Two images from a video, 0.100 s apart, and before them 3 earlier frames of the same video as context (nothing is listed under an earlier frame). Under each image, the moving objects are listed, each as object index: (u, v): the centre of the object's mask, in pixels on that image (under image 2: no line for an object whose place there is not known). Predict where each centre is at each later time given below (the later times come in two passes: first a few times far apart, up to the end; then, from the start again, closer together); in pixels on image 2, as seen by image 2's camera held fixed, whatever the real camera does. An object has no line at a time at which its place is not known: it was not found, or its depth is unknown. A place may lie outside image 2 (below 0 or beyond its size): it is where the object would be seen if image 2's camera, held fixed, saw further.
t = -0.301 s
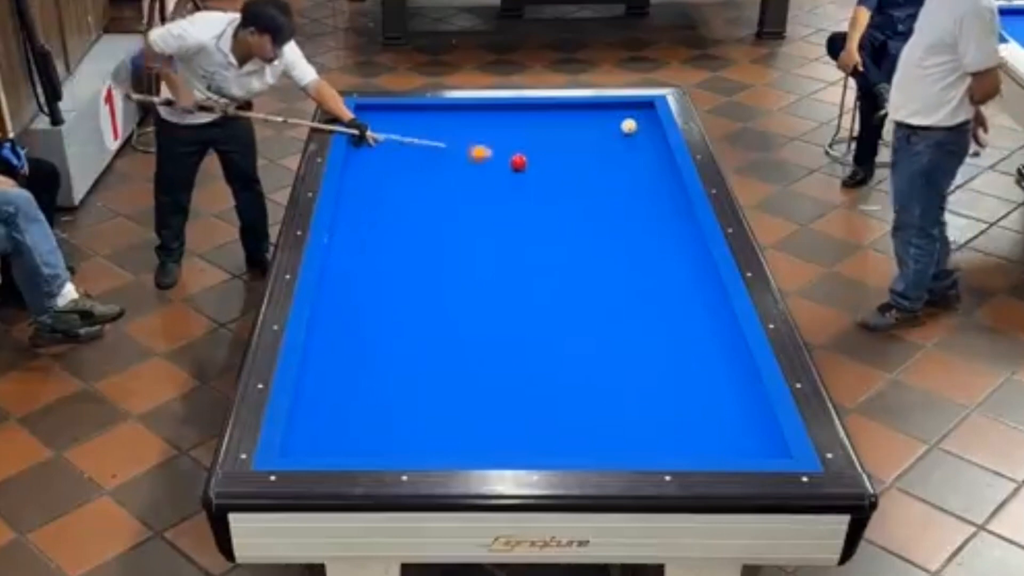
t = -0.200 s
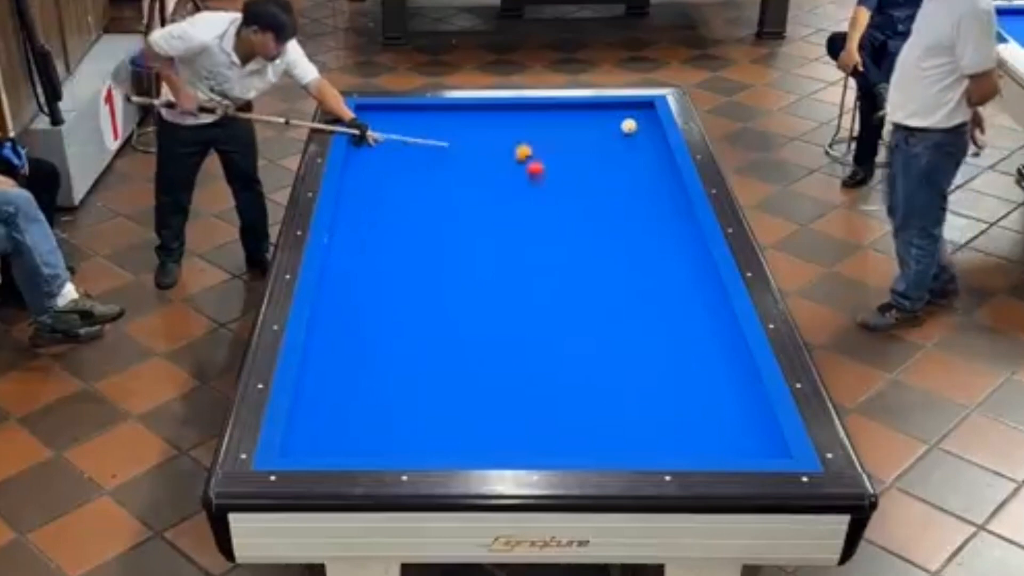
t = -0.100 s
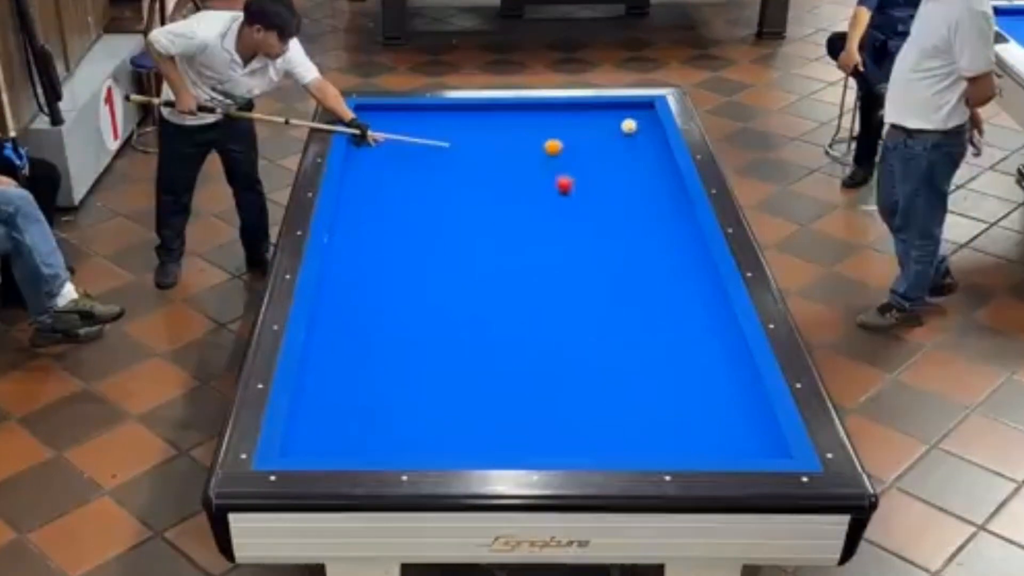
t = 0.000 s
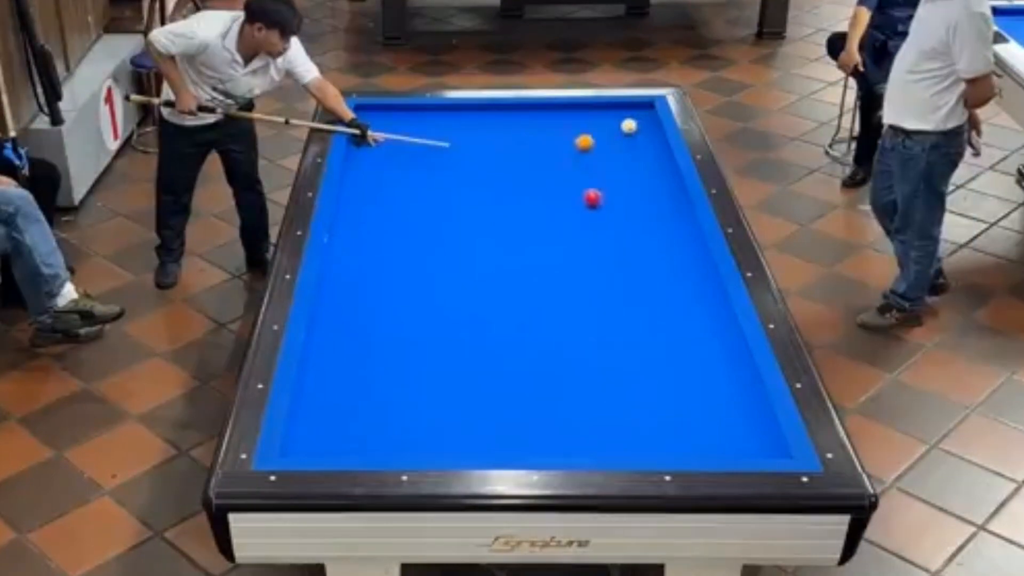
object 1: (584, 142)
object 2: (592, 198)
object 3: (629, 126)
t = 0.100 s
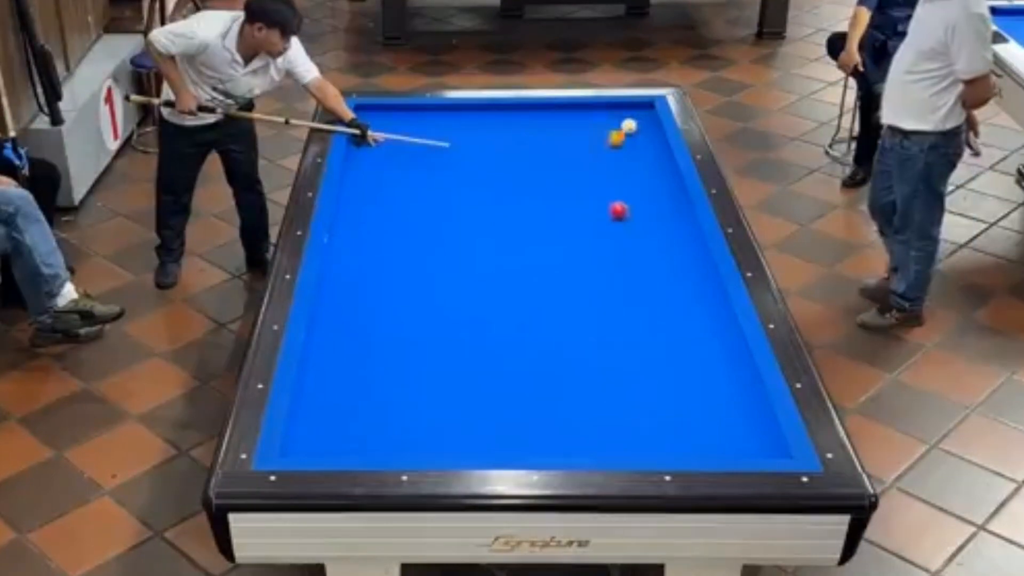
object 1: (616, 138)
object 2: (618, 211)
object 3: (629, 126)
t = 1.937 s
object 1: (574, 143)
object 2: (547, 446)
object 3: (501, 132)
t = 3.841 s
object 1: (533, 149)
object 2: (334, 326)
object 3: (404, 167)
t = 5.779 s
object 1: (528, 150)
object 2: (398, 254)
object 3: (351, 190)
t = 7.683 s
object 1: (528, 150)
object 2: (448, 213)
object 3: (359, 194)
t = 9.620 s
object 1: (528, 150)
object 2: (467, 195)
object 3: (359, 194)
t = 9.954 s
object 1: (528, 150)
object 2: (468, 194)
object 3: (360, 194)
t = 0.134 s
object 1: (628, 137)
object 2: (626, 215)
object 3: (629, 124)
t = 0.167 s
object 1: (640, 135)
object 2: (635, 219)
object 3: (629, 125)
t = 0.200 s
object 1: (649, 134)
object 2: (644, 223)
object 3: (629, 126)
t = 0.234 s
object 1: (656, 133)
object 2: (652, 227)
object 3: (629, 126)
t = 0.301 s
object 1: (641, 131)
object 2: (671, 236)
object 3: (627, 125)
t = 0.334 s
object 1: (638, 131)
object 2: (680, 240)
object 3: (621, 123)
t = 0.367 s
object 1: (636, 131)
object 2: (690, 244)
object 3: (616, 121)
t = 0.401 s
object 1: (634, 132)
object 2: (699, 249)
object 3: (610, 119)
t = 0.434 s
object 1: (632, 132)
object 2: (698, 252)
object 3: (606, 117)
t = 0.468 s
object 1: (632, 132)
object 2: (693, 256)
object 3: (602, 116)
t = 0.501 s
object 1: (630, 132)
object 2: (688, 259)
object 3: (598, 115)
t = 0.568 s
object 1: (627, 133)
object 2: (681, 267)
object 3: (590, 112)
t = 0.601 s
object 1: (625, 133)
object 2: (679, 270)
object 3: (586, 111)
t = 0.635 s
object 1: (624, 134)
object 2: (676, 274)
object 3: (583, 109)
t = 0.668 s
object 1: (622, 134)
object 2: (674, 278)
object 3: (579, 108)
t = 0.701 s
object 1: (621, 134)
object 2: (671, 282)
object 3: (574, 106)
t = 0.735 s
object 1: (620, 134)
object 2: (668, 285)
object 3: (571, 106)
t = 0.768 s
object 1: (618, 135)
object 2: (665, 289)
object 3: (569, 107)
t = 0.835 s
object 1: (615, 135)
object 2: (659, 296)
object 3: (566, 108)
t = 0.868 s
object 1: (614, 135)
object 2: (657, 301)
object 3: (564, 109)
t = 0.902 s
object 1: (612, 136)
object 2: (654, 305)
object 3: (561, 110)
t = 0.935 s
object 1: (611, 136)
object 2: (650, 309)
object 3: (559, 111)
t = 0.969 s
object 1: (610, 136)
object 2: (648, 312)
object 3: (557, 111)
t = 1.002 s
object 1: (608, 137)
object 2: (644, 317)
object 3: (555, 112)
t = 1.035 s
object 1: (607, 137)
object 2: (641, 320)
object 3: (554, 113)
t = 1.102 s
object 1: (604, 137)
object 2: (635, 329)
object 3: (549, 115)
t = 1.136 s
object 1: (603, 138)
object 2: (632, 333)
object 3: (548, 115)
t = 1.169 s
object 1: (601, 138)
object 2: (629, 337)
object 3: (545, 116)
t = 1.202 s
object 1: (600, 138)
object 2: (625, 341)
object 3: (543, 117)
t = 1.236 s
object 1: (599, 138)
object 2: (623, 345)
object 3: (542, 117)
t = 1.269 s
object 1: (597, 138)
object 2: (619, 350)
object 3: (540, 118)
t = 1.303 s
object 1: (596, 139)
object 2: (616, 354)
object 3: (537, 118)
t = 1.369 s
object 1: (593, 139)
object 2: (609, 363)
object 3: (534, 120)
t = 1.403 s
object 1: (592, 140)
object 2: (606, 368)
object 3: (532, 121)
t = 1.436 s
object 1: (591, 140)
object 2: (603, 372)
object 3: (530, 122)
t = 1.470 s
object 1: (589, 140)
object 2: (600, 377)
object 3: (528, 122)
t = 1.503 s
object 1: (589, 140)
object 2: (595, 382)
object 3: (526, 123)
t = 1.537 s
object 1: (587, 140)
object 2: (592, 386)
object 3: (524, 123)
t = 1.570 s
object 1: (587, 140)
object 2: (588, 391)
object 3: (522, 124)
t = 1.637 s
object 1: (584, 141)
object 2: (581, 401)
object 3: (518, 126)
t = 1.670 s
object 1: (583, 141)
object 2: (578, 406)
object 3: (516, 126)
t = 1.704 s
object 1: (582, 141)
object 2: (574, 411)
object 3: (515, 127)
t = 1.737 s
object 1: (581, 141)
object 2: (570, 416)
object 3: (512, 128)
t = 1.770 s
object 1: (580, 141)
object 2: (567, 420)
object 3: (510, 129)
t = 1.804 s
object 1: (579, 141)
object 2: (563, 426)
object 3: (508, 129)
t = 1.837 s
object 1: (578, 142)
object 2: (559, 431)
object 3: (507, 130)
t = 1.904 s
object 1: (575, 143)
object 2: (551, 442)
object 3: (503, 131)
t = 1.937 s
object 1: (574, 143)
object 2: (547, 446)
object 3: (501, 132)
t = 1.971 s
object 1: (573, 143)
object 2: (543, 448)
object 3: (499, 133)
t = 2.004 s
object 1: (572, 143)
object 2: (539, 449)
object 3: (497, 134)
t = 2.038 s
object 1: (571, 143)
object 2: (534, 447)
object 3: (495, 134)
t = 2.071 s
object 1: (570, 144)
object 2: (529, 445)
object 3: (493, 135)
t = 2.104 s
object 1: (569, 144)
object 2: (524, 443)
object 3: (492, 135)
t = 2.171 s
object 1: (567, 144)
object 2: (515, 437)
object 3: (488, 137)
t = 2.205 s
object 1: (566, 144)
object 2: (511, 434)
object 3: (486, 138)
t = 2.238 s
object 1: (565, 144)
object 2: (506, 432)
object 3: (484, 138)
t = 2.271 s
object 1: (564, 144)
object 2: (501, 428)
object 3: (482, 139)
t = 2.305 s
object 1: (563, 145)
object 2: (497, 426)
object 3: (481, 140)
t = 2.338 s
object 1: (562, 145)
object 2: (492, 423)
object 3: (479, 140)
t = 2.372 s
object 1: (561, 145)
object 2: (488, 420)
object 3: (477, 141)
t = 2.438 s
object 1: (559, 145)
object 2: (479, 416)
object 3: (474, 142)
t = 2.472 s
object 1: (559, 145)
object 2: (475, 413)
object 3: (472, 143)
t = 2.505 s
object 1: (558, 145)
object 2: (471, 411)
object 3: (470, 143)
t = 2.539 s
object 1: (556, 145)
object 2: (467, 408)
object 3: (468, 144)
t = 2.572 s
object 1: (556, 146)
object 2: (462, 405)
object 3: (467, 145)
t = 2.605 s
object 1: (555, 146)
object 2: (459, 403)
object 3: (465, 146)
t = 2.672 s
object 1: (553, 146)
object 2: (451, 398)
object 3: (461, 147)
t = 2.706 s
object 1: (553, 146)
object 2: (447, 395)
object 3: (459, 148)
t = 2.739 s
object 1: (552, 146)
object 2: (443, 393)
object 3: (458, 148)
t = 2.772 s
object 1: (551, 146)
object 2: (439, 391)
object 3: (456, 149)
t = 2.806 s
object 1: (550, 146)
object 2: (436, 389)
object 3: (454, 149)
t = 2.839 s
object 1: (550, 146)
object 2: (432, 386)
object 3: (453, 150)
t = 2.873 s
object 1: (549, 146)
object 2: (428, 384)
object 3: (451, 151)
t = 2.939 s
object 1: (547, 147)
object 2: (421, 379)
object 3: (448, 152)
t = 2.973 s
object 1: (546, 147)
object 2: (417, 377)
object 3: (446, 152)
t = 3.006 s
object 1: (546, 147)
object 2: (413, 375)
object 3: (444, 153)
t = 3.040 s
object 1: (545, 147)
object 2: (410, 373)
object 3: (442, 154)
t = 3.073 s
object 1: (544, 147)
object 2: (406, 370)
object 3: (440, 155)
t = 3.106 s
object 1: (544, 148)
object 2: (403, 369)
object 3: (439, 155)
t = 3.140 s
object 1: (543, 147)
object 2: (400, 366)
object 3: (437, 156)
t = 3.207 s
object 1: (542, 148)
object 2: (393, 362)
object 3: (434, 157)
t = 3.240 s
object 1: (541, 148)
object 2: (390, 360)
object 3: (432, 158)
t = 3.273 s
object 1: (541, 148)
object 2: (386, 358)
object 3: (431, 158)
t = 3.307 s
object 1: (540, 148)
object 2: (383, 355)
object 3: (429, 159)
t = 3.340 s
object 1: (540, 148)
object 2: (379, 353)
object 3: (428, 159)
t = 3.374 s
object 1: (539, 148)
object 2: (376, 351)
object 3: (426, 160)
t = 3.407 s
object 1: (539, 148)
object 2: (373, 350)
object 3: (425, 160)
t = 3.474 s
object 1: (538, 148)
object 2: (367, 346)
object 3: (421, 162)
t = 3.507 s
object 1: (537, 148)
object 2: (364, 345)
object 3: (420, 162)
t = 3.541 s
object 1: (536, 148)
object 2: (360, 342)
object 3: (418, 162)
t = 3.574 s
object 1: (536, 148)
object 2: (358, 340)
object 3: (417, 163)
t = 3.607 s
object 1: (536, 148)
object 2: (354, 339)
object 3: (415, 164)
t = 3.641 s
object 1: (536, 149)
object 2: (351, 337)
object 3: (414, 164)
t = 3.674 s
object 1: (535, 148)
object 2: (349, 334)
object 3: (412, 164)
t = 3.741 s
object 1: (534, 148)
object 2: (343, 331)
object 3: (409, 166)
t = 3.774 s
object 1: (533, 148)
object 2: (339, 329)
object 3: (407, 166)
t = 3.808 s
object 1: (533, 148)
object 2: (337, 327)
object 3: (406, 167)
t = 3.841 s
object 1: (533, 149)
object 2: (334, 326)
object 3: (404, 167)
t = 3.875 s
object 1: (533, 149)
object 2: (331, 324)
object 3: (402, 168)
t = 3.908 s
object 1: (532, 149)
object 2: (329, 322)
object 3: (401, 168)
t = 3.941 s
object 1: (532, 149)
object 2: (326, 320)
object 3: (400, 169)
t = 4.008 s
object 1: (531, 149)
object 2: (320, 316)
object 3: (396, 170)
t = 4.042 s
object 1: (531, 149)
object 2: (319, 315)
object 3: (395, 170)
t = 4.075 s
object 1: (531, 149)
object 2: (321, 314)
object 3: (394, 171)
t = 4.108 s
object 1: (530, 149)
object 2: (323, 312)
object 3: (392, 172)
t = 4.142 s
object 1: (530, 150)
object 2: (325, 311)
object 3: (391, 172)
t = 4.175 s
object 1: (530, 150)
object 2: (327, 309)
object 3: (390, 173)
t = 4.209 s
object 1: (530, 150)
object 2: (328, 308)
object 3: (388, 173)
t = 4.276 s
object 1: (529, 150)
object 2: (332, 305)
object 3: (385, 174)
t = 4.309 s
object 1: (529, 150)
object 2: (334, 303)
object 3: (384, 174)
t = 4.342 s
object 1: (529, 150)
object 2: (336, 302)
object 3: (382, 175)
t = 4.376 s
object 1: (528, 150)
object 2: (337, 301)
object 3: (381, 175)
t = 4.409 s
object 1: (528, 150)
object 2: (340, 299)
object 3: (380, 176)
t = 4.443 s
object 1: (528, 150)
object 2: (341, 298)
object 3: (378, 176)
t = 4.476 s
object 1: (528, 150)
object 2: (343, 297)
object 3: (377, 176)
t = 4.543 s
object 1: (528, 150)
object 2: (347, 294)
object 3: (374, 177)
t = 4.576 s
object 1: (528, 150)
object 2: (348, 293)
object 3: (373, 178)
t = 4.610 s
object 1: (528, 150)
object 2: (350, 292)
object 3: (371, 178)
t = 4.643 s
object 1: (528, 150)
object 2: (351, 290)
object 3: (370, 179)
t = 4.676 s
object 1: (527, 150)
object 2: (353, 289)
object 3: (369, 179)
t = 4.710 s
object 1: (527, 150)
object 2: (354, 288)
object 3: (367, 180)
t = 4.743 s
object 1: (527, 150)
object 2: (356, 286)
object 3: (366, 180)
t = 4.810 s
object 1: (527, 150)
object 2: (359, 284)
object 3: (364, 181)
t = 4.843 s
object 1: (527, 150)
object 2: (361, 283)
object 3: (362, 181)
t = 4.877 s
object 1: (527, 150)
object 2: (362, 281)
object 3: (361, 182)
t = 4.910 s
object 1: (528, 150)
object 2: (364, 280)
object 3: (360, 182)
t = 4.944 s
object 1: (528, 150)
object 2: (366, 279)
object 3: (358, 182)
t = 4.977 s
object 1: (528, 150)
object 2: (367, 278)
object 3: (357, 183)
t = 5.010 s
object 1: (528, 150)
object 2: (368, 277)
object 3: (356, 183)
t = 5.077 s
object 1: (528, 150)
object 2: (371, 275)
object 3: (354, 184)
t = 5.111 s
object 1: (528, 150)
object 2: (372, 274)
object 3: (352, 184)
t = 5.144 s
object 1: (528, 150)
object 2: (374, 273)
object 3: (351, 185)
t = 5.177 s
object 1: (528, 150)
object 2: (375, 271)
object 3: (350, 185)
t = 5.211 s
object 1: (528, 150)
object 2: (377, 270)
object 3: (349, 186)
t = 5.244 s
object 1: (528, 150)
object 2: (378, 269)
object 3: (348, 186)
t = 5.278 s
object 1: (528, 150)
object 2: (379, 268)
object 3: (347, 186)
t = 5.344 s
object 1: (528, 150)
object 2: (382, 266)
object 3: (345, 187)
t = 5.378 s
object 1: (528, 150)
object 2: (383, 265)
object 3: (345, 187)
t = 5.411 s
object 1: (528, 150)
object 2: (385, 264)
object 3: (346, 188)
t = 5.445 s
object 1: (528, 150)
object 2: (386, 263)
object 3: (346, 188)
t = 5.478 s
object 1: (528, 150)
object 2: (388, 262)
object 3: (347, 188)
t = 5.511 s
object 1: (528, 150)
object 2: (389, 261)
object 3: (347, 188)
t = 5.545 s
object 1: (528, 150)
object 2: (390, 260)
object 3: (348, 188)
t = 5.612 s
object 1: (528, 150)
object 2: (393, 258)
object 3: (349, 189)
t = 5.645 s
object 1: (528, 150)
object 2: (394, 257)
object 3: (349, 189)
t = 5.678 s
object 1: (528, 150)
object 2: (395, 256)
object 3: (350, 189)
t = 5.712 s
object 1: (528, 150)
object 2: (396, 255)
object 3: (350, 190)
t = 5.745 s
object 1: (528, 150)
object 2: (397, 255)
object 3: (350, 190)
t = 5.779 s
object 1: (528, 150)
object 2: (398, 254)
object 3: (351, 190)
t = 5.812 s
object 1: (528, 150)
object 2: (400, 252)
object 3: (351, 190)
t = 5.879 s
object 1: (528, 150)
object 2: (402, 250)
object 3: (352, 190)
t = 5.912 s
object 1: (528, 150)
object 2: (403, 249)
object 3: (353, 191)
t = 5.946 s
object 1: (528, 150)
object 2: (404, 249)
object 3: (353, 191)
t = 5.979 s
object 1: (528, 150)
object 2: (405, 248)
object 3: (353, 191)
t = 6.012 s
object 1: (528, 150)
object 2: (406, 247)
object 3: (353, 191)
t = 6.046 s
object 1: (528, 150)
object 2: (407, 246)
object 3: (353, 191)
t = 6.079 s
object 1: (528, 150)
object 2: (408, 245)
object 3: (354, 191)
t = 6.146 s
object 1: (528, 150)
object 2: (410, 243)
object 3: (355, 192)
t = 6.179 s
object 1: (528, 150)
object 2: (411, 243)
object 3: (355, 192)
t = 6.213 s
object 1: (528, 150)
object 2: (412, 242)
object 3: (355, 192)
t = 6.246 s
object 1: (528, 150)
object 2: (413, 241)
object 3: (355, 192)
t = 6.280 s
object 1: (528, 150)
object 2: (414, 240)
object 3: (356, 192)
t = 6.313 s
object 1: (528, 150)
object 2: (415, 240)
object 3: (356, 192)
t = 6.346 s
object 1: (528, 150)
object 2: (416, 239)
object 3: (356, 192)
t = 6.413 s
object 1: (528, 150)
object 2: (418, 238)
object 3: (357, 193)
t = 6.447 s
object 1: (528, 150)
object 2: (418, 237)
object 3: (357, 193)
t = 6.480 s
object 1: (528, 150)
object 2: (421, 236)
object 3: (357, 193)
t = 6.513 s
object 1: (528, 150)
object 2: (422, 235)
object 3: (358, 193)
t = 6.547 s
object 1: (528, 150)
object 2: (423, 234)
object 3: (358, 193)
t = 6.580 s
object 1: (528, 150)
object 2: (424, 233)
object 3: (358, 193)
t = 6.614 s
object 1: (528, 150)
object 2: (424, 233)
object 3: (358, 193)
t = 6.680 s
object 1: (528, 150)
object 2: (426, 231)
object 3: (358, 193)
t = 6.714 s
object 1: (528, 150)
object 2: (428, 230)
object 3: (359, 194)
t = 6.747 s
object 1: (528, 150)
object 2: (428, 230)
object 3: (359, 194)
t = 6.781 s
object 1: (528, 150)
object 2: (429, 229)
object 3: (359, 194)
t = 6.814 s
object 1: (528, 150)
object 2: (429, 228)
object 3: (359, 194)
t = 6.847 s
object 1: (528, 150)
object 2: (431, 227)
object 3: (359, 194)
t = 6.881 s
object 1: (528, 150)
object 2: (432, 227)
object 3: (359, 194)
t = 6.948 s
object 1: (528, 150)
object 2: (433, 225)
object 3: (359, 194)
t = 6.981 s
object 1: (528, 150)
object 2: (434, 225)
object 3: (359, 194)
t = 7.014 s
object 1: (528, 150)
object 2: (435, 224)
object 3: (359, 194)
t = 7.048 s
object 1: (528, 150)
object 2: (436, 224)
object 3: (360, 194)
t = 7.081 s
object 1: (528, 150)
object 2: (436, 223)
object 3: (359, 194)
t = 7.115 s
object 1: (528, 150)
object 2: (437, 222)
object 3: (359, 194)
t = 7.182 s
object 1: (528, 150)
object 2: (437, 222)
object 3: (359, 194)
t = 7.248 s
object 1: (528, 150)
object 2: (439, 220)
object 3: (359, 194)
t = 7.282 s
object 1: (528, 150)
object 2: (440, 219)
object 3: (359, 194)
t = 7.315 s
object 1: (528, 150)
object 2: (441, 219)
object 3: (359, 194)
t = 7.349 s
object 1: (528, 150)
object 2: (442, 218)
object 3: (359, 194)
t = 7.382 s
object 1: (528, 150)
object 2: (442, 218)
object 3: (359, 194)
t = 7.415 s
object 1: (528, 150)
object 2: (442, 218)
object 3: (359, 194)
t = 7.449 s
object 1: (528, 150)
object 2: (444, 217)
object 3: (359, 194)
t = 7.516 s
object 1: (528, 150)
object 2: (445, 216)
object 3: (360, 194)
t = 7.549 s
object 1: (528, 150)
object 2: (445, 215)
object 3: (359, 194)
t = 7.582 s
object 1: (528, 150)
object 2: (446, 215)
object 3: (359, 194)
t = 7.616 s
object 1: (528, 150)
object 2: (446, 214)
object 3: (359, 194)
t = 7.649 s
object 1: (528, 150)
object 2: (447, 214)
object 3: (359, 194)
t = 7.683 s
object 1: (528, 150)
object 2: (448, 213)
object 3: (359, 194)
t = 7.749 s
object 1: (528, 150)
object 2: (449, 213)
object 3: (359, 194)
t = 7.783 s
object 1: (528, 150)
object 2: (449, 212)
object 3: (359, 194)
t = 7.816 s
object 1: (528, 150)
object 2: (450, 211)
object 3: (359, 194)
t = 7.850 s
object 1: (528, 150)
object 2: (450, 211)
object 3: (359, 194)
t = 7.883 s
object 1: (528, 150)
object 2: (451, 211)
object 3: (359, 194)
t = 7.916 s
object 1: (528, 150)
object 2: (451, 210)
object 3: (359, 194)
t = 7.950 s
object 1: (528, 150)
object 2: (451, 209)
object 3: (359, 194)
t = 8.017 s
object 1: (528, 150)
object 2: (453, 209)
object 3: (359, 194)
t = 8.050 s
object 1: (528, 150)
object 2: (453, 208)
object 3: (359, 194)
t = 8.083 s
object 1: (528, 150)
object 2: (453, 208)
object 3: (359, 194)
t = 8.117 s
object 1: (528, 150)
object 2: (454, 207)
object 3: (359, 194)
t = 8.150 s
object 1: (528, 150)
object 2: (454, 207)
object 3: (359, 194)
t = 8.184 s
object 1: (528, 150)
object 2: (455, 206)
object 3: (359, 194)
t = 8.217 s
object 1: (528, 150)
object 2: (455, 206)
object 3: (359, 194)
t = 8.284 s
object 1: (528, 150)
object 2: (456, 205)
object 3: (359, 194)
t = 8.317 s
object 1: (528, 150)
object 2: (457, 204)
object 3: (359, 194)
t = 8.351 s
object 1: (528, 150)
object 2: (457, 204)
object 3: (359, 194)
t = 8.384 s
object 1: (528, 150)
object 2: (457, 204)
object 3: (359, 194)
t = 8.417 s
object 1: (528, 150)
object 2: (457, 204)
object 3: (359, 194)
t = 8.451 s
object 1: (528, 150)
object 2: (457, 204)
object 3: (359, 194)
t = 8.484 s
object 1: (528, 150)
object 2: (458, 203)
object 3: (359, 194)
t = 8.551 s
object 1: (528, 150)
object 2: (458, 203)
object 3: (359, 194)
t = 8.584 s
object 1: (528, 150)
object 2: (459, 203)
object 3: (359, 194)
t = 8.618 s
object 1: (528, 150)
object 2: (459, 203)
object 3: (359, 194)
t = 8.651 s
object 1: (528, 150)
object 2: (459, 202)
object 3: (359, 194)
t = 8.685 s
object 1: (528, 150)
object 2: (460, 202)
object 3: (359, 194)
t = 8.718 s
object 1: (528, 150)
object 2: (460, 201)
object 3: (359, 194)
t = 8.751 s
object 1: (528, 150)
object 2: (460, 201)
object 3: (359, 194)
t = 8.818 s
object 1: (528, 150)
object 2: (461, 200)
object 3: (359, 194)
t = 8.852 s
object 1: (528, 150)
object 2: (461, 200)
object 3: (359, 194)
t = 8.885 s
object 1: (527, 150)
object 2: (462, 199)
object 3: (359, 194)
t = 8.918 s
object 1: (527, 150)
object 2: (462, 199)
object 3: (359, 194)
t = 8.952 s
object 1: (527, 150)
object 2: (462, 199)
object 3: (359, 194)
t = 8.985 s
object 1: (527, 150)
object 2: (462, 199)
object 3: (359, 194)
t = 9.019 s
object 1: (527, 150)
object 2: (463, 198)
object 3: (360, 194)
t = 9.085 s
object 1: (528, 150)
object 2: (463, 198)
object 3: (359, 194)
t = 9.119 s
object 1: (528, 150)
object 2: (464, 197)
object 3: (359, 194)
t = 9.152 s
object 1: (528, 150)
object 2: (464, 197)
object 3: (359, 194)
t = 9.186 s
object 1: (528, 150)
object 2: (464, 197)
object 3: (359, 194)
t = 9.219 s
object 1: (528, 150)
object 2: (464, 197)
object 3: (359, 194)
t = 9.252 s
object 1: (528, 150)
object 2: (465, 197)
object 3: (359, 194)
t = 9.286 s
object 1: (528, 150)
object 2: (465, 197)
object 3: (359, 194)
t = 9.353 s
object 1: (528, 150)
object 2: (465, 196)
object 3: (359, 194)
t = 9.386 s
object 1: (528, 150)
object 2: (466, 196)
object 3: (360, 194)
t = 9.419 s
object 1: (528, 150)
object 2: (466, 196)
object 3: (360, 194)
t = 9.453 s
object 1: (528, 150)
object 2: (466, 196)
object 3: (360, 194)
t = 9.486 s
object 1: (528, 150)
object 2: (466, 196)
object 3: (360, 194)
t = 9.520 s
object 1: (528, 150)
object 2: (466, 196)
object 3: (360, 194)
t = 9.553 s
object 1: (528, 150)
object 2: (466, 196)
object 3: (359, 194)
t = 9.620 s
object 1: (528, 150)
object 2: (467, 195)
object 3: (359, 194)
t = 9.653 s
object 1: (528, 150)
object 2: (467, 195)
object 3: (360, 194)
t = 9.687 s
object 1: (528, 150)
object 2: (467, 195)
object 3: (360, 194)
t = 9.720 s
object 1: (528, 150)
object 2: (467, 195)
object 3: (360, 194)
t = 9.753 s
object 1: (528, 150)
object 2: (468, 195)
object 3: (360, 194)
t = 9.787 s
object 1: (528, 150)
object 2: (468, 195)
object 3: (360, 194)
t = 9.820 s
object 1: (528, 150)
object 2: (468, 195)
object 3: (360, 194)
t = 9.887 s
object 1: (528, 150)
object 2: (468, 194)
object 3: (360, 194)
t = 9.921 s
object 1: (528, 150)
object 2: (468, 194)
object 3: (360, 194)
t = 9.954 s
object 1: (528, 150)
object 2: (468, 194)
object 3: (360, 194)
